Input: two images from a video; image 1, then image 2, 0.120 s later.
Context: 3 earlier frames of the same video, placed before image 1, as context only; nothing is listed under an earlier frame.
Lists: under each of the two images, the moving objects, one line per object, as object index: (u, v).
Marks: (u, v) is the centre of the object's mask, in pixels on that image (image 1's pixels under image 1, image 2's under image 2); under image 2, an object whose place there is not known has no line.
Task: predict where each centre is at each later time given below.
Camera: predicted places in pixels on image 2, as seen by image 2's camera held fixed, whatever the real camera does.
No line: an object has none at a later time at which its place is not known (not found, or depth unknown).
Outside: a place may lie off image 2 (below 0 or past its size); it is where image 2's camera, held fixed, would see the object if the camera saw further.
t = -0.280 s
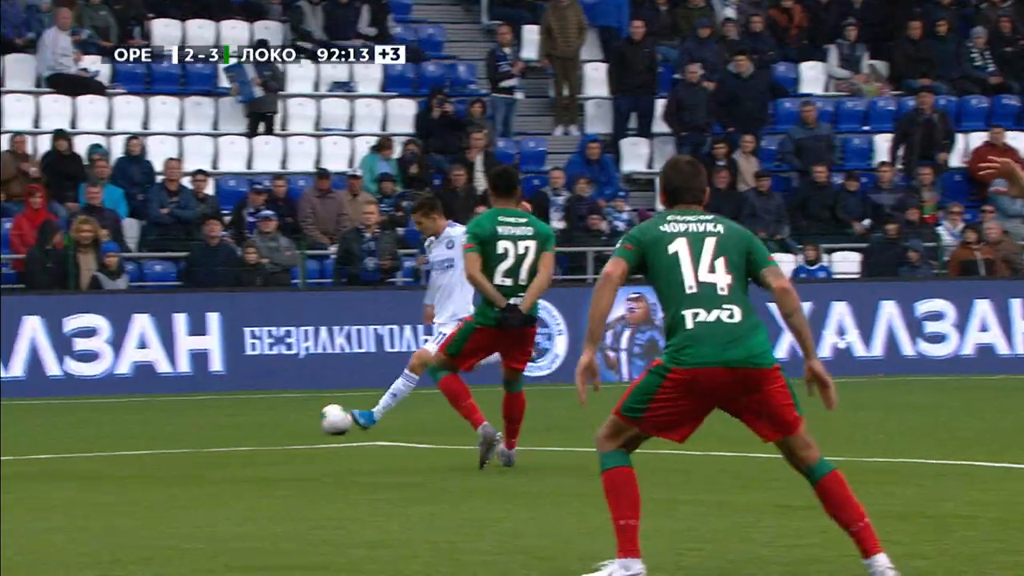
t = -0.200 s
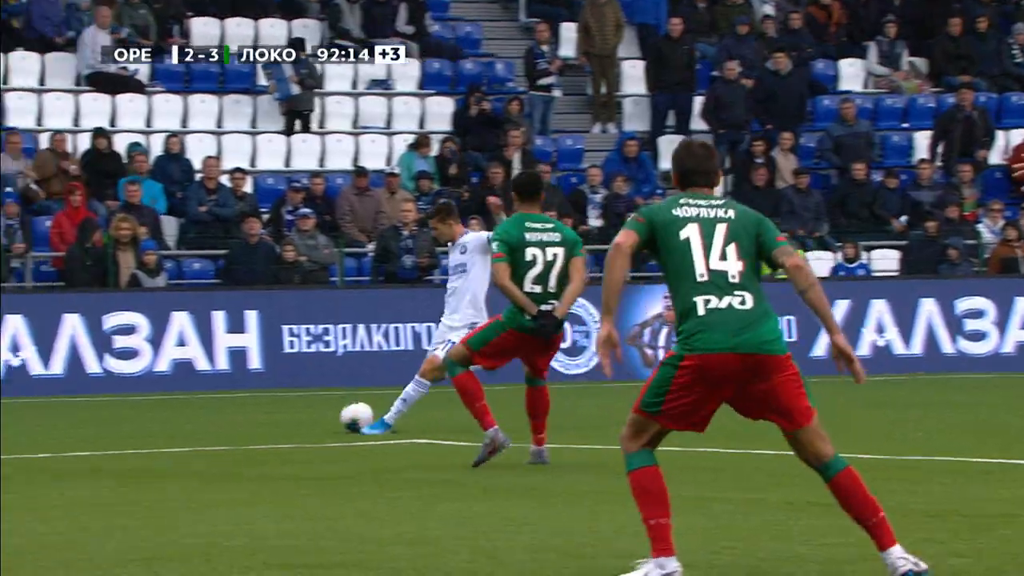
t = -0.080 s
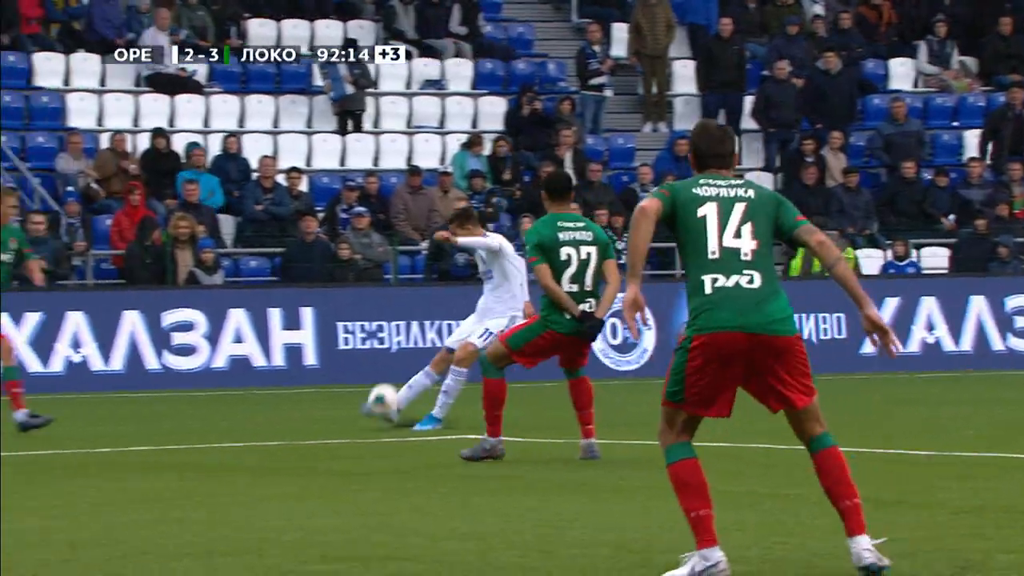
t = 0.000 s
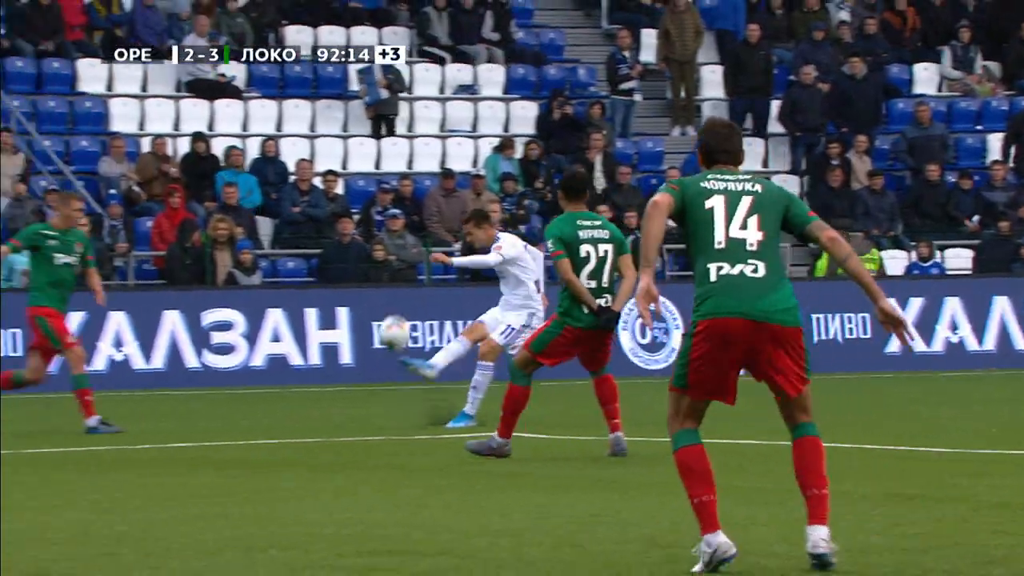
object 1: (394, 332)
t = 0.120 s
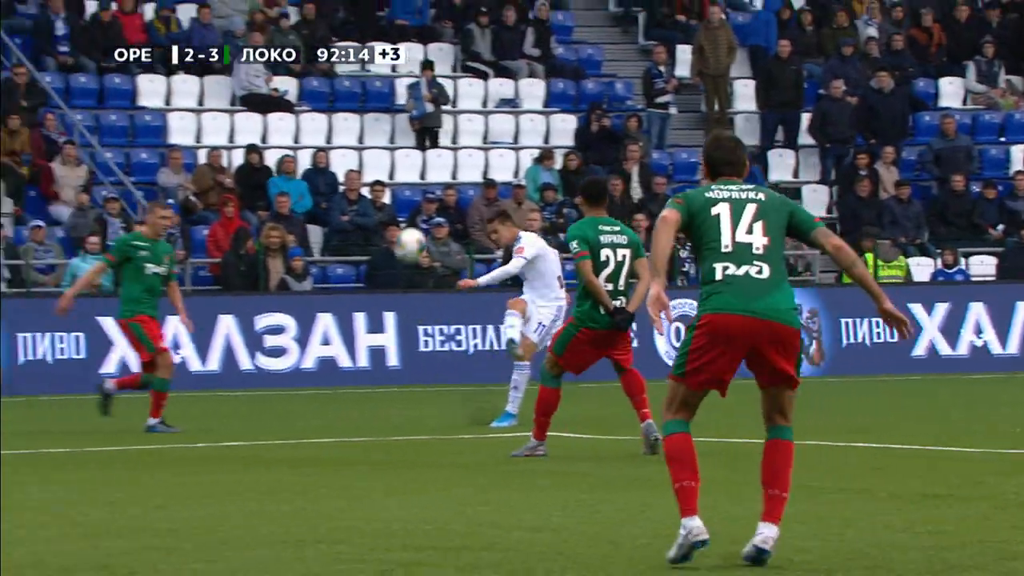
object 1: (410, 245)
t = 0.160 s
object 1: (401, 215)
